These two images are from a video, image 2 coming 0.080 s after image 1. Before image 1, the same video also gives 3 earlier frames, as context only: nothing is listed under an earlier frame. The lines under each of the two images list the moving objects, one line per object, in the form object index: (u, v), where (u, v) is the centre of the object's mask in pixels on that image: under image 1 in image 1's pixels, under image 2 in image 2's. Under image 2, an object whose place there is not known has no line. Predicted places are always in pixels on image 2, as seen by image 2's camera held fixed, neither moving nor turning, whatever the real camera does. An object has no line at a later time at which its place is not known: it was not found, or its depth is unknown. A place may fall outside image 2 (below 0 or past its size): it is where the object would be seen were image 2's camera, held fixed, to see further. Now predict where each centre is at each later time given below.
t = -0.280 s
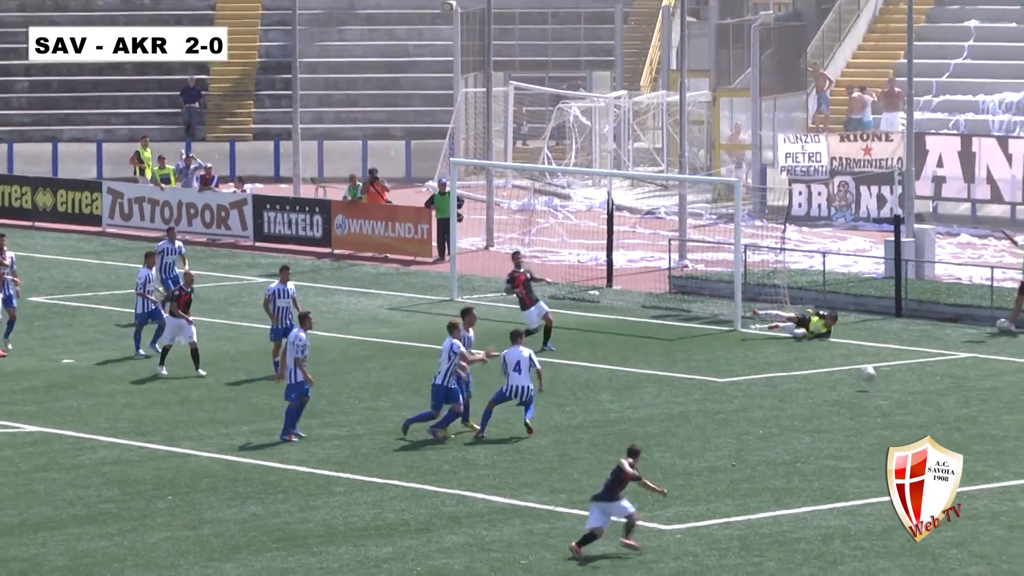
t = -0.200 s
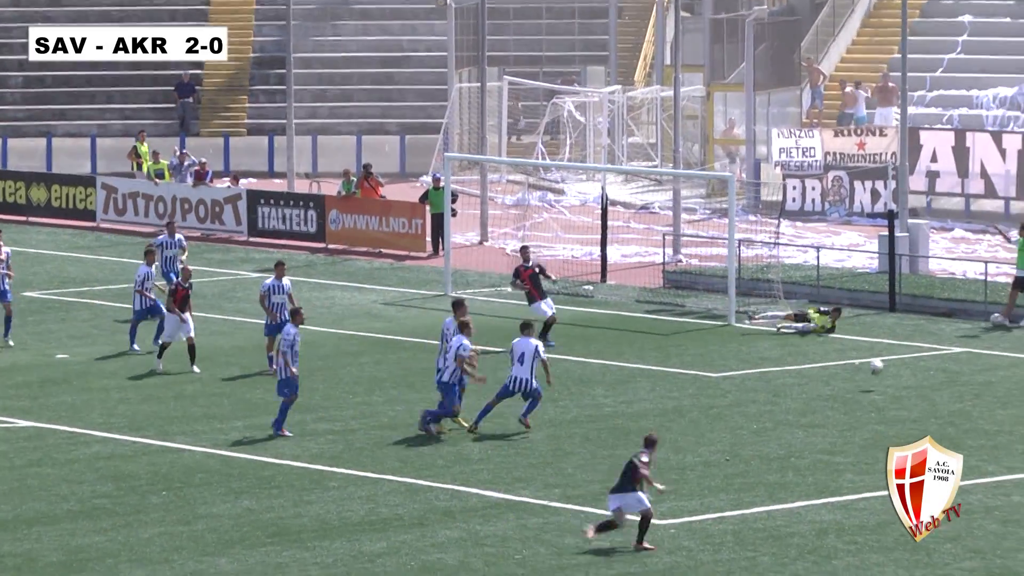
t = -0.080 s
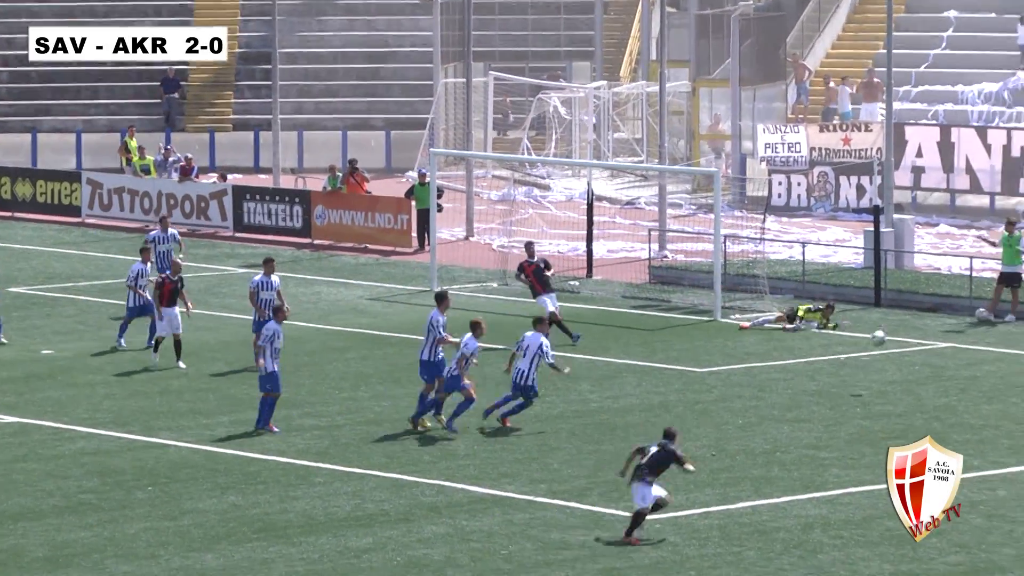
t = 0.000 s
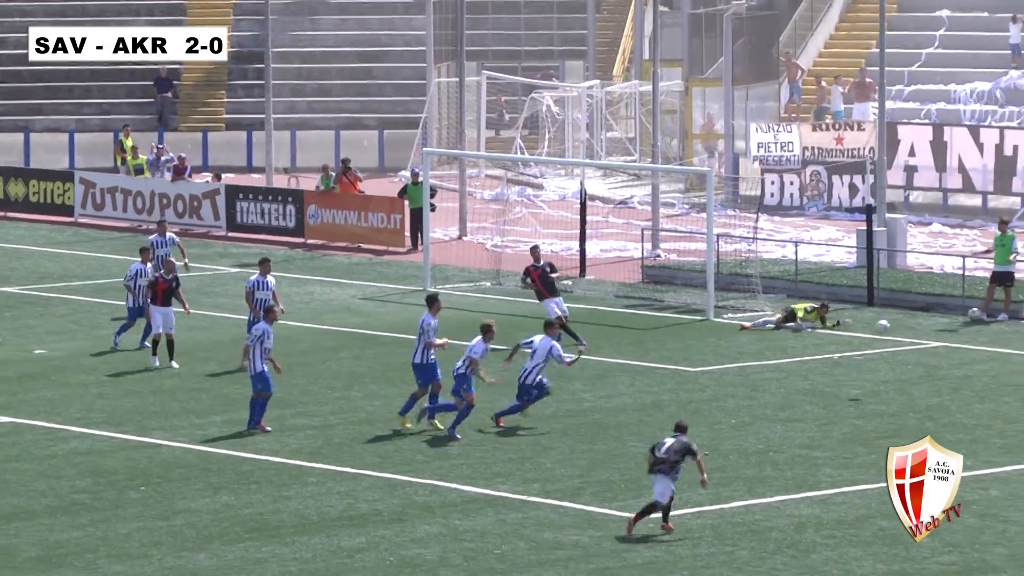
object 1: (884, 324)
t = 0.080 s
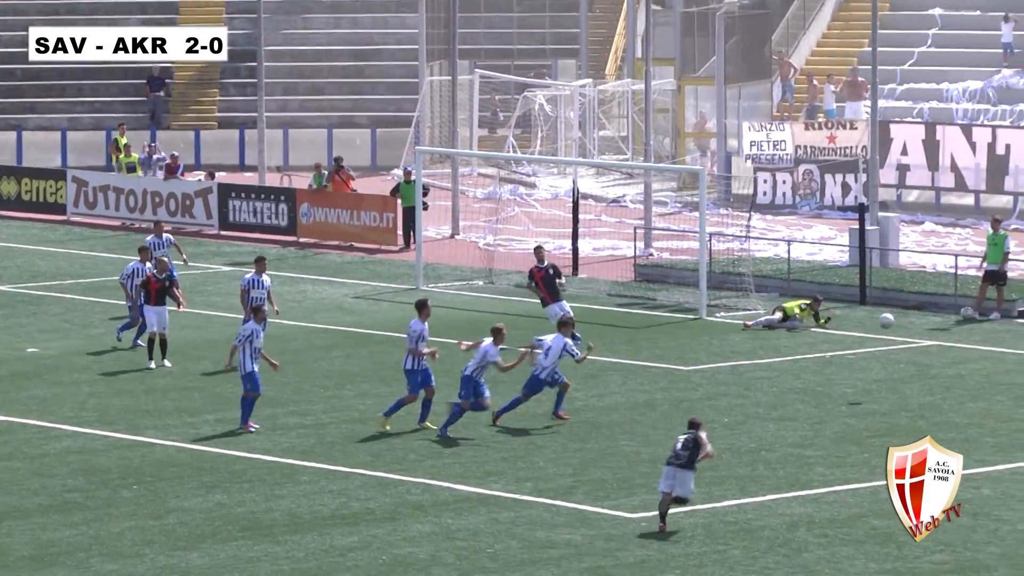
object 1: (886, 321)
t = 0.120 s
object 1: (892, 319)
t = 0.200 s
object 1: (902, 320)
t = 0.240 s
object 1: (908, 323)
